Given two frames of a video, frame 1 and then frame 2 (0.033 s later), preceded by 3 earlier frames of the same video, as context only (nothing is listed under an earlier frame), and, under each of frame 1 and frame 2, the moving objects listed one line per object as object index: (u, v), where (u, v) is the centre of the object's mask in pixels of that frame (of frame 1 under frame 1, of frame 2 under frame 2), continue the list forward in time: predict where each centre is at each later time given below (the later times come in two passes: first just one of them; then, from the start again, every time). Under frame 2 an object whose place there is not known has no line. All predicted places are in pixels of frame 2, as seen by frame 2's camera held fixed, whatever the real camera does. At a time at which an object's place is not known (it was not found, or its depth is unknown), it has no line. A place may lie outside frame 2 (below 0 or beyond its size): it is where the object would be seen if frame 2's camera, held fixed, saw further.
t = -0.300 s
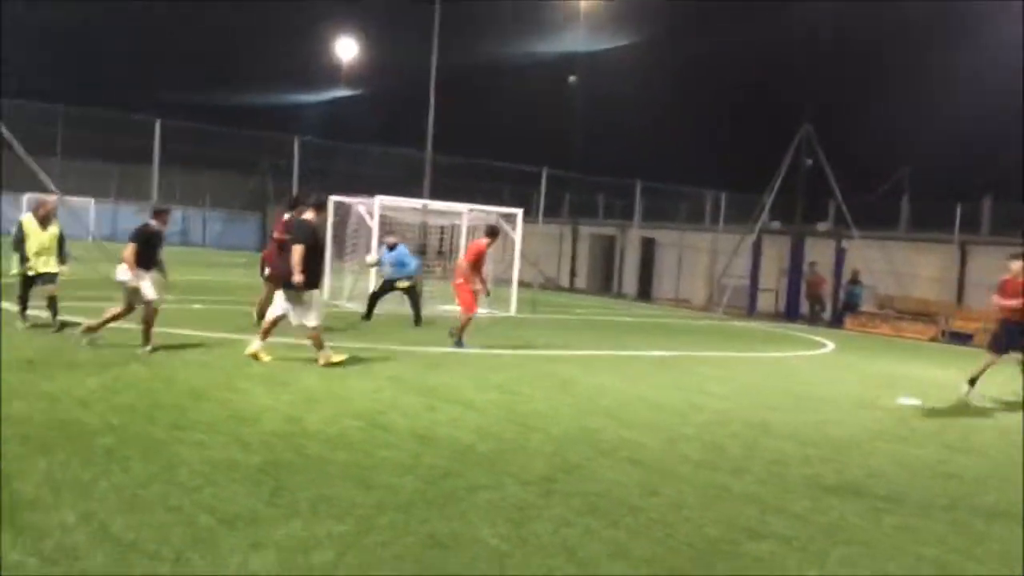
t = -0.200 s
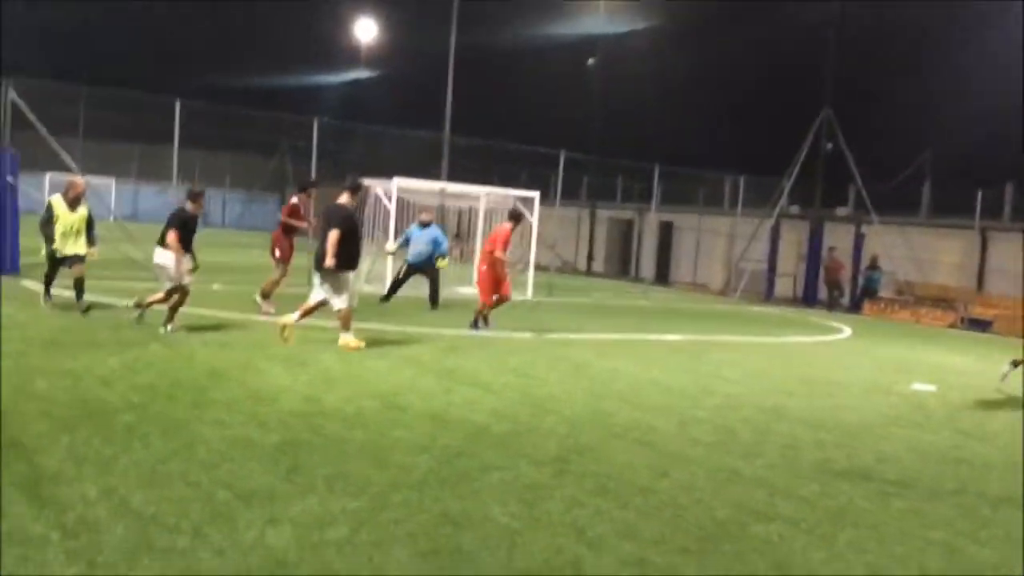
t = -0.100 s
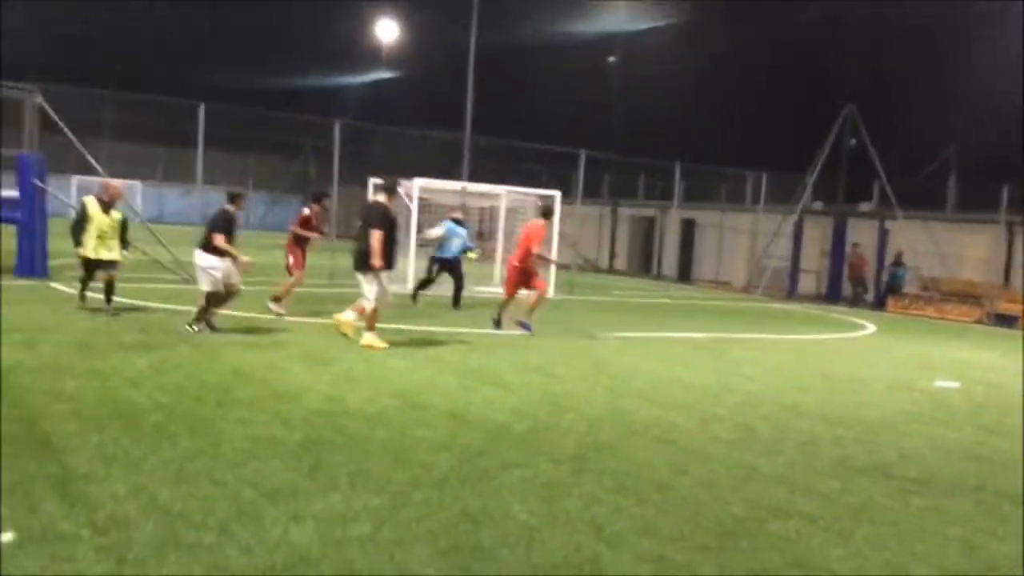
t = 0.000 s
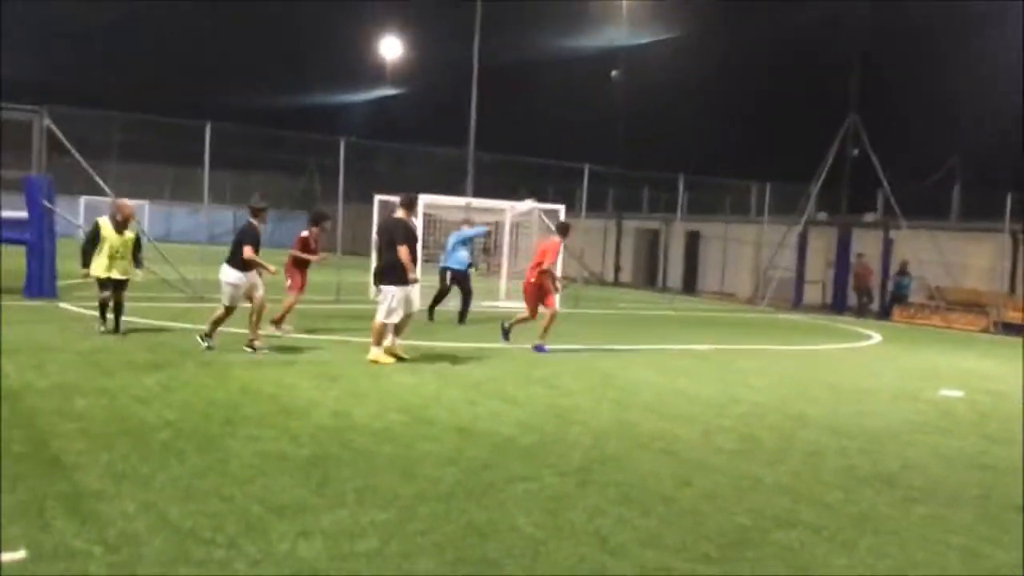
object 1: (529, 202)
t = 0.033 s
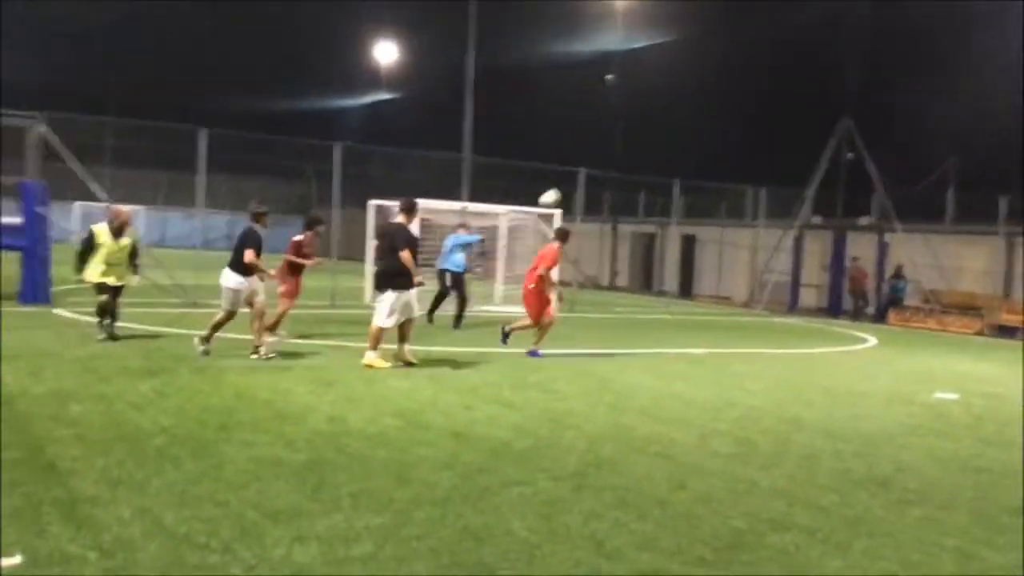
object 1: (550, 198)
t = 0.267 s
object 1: (778, 117)
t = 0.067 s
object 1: (580, 185)
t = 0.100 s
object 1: (610, 173)
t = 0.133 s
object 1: (641, 161)
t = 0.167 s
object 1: (673, 150)
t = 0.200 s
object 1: (708, 138)
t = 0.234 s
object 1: (743, 128)
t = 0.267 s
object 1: (778, 117)
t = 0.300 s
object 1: (816, 107)
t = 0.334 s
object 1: (852, 99)
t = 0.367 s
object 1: (892, 90)
